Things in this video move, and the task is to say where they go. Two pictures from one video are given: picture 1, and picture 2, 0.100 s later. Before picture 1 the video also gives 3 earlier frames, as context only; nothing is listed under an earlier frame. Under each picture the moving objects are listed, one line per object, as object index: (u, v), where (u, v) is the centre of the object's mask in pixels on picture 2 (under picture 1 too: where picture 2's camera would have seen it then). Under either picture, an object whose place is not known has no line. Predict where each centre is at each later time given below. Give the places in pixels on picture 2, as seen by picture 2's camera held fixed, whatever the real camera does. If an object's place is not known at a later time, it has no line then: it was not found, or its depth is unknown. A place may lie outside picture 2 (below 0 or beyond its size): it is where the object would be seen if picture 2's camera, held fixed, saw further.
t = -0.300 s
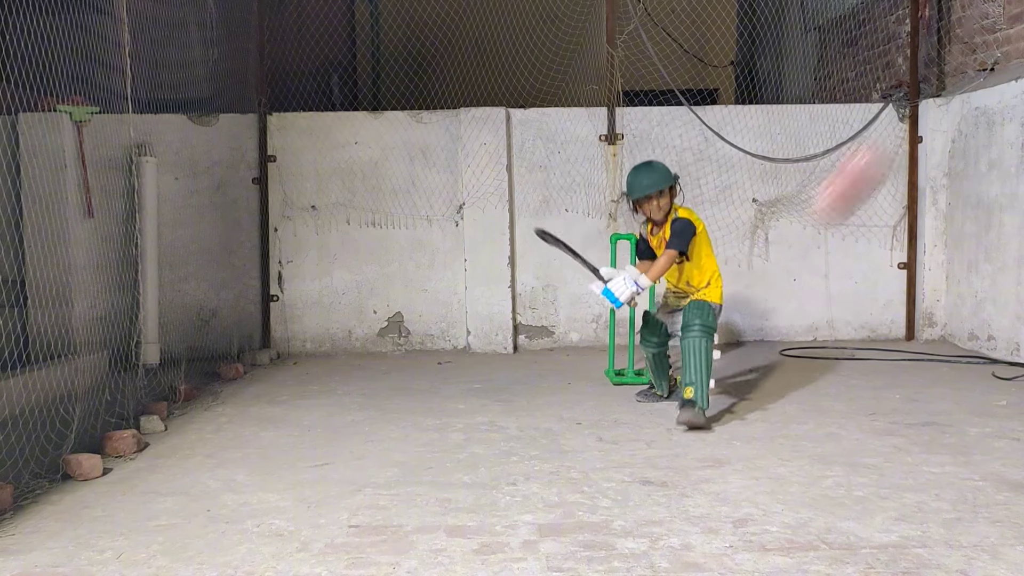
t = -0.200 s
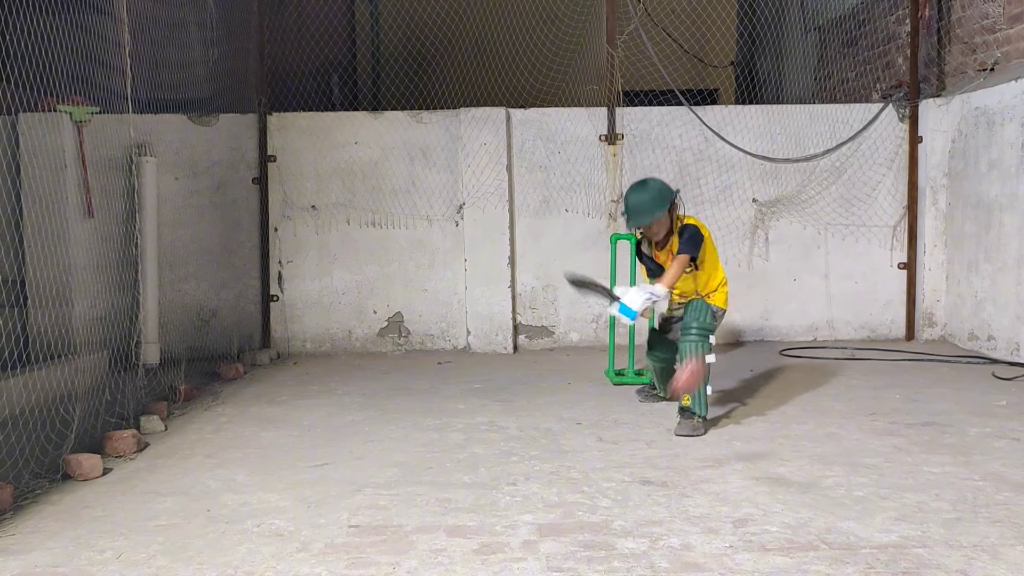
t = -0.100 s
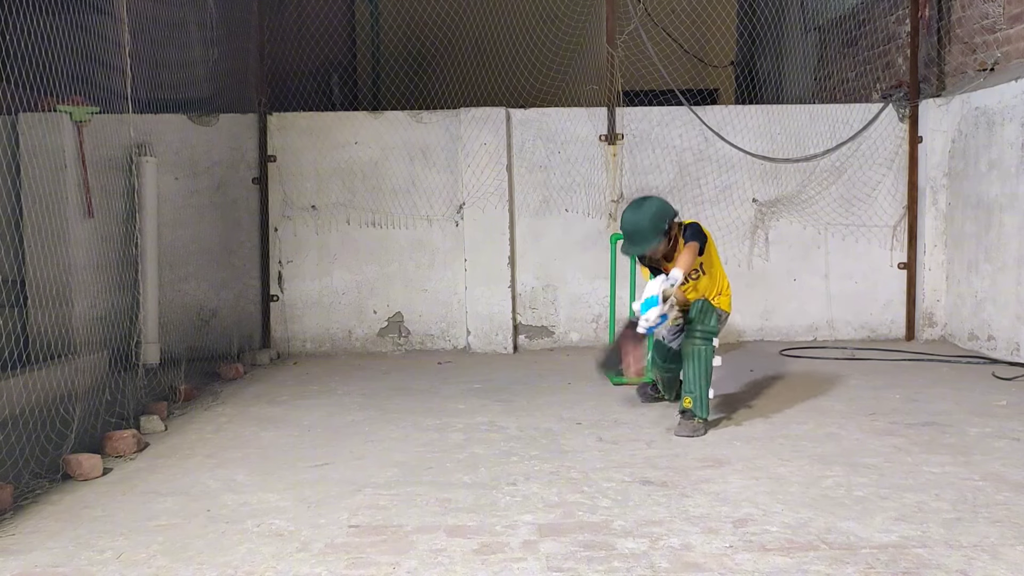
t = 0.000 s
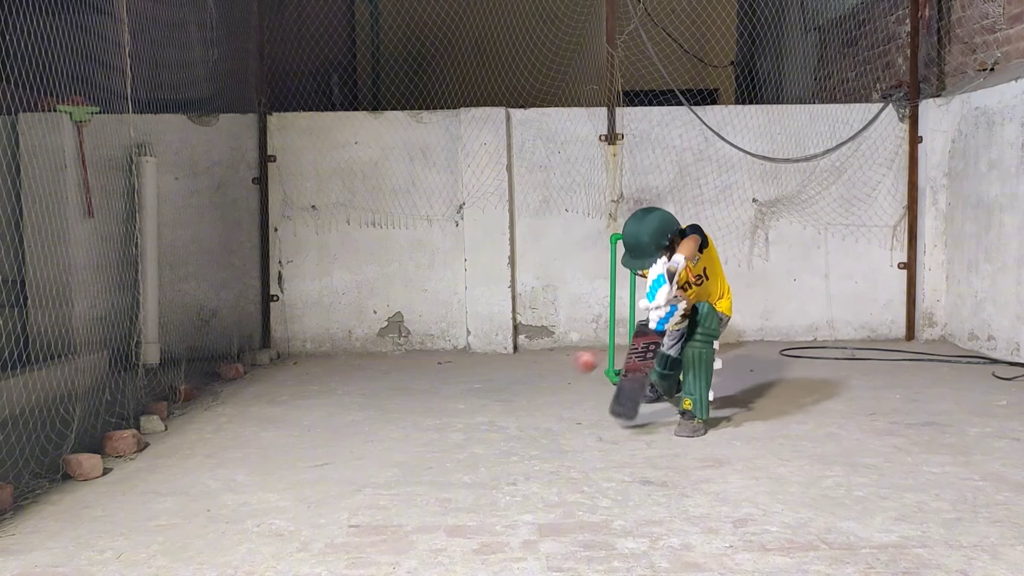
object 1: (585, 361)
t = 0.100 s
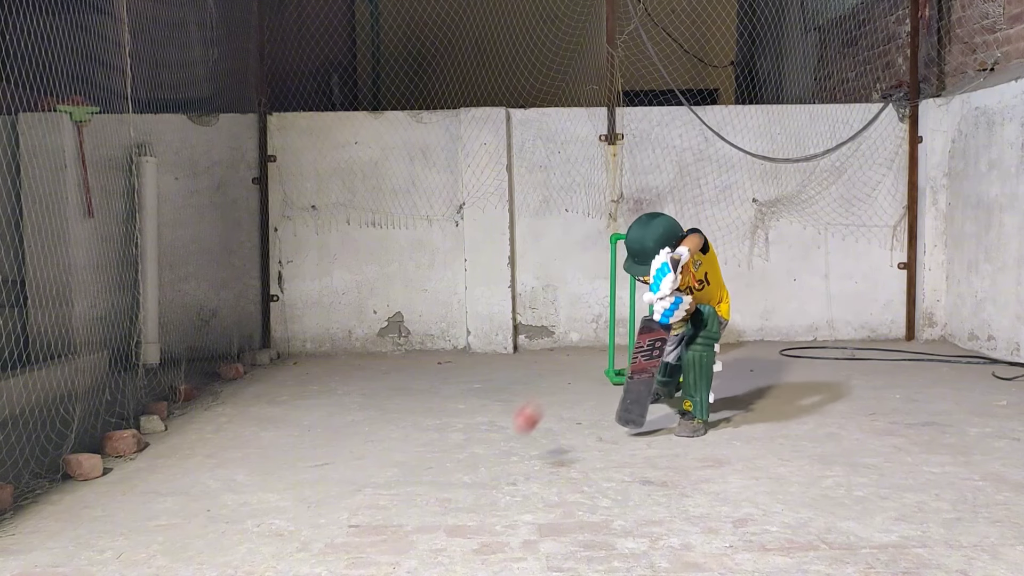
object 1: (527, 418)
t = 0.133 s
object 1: (506, 447)
